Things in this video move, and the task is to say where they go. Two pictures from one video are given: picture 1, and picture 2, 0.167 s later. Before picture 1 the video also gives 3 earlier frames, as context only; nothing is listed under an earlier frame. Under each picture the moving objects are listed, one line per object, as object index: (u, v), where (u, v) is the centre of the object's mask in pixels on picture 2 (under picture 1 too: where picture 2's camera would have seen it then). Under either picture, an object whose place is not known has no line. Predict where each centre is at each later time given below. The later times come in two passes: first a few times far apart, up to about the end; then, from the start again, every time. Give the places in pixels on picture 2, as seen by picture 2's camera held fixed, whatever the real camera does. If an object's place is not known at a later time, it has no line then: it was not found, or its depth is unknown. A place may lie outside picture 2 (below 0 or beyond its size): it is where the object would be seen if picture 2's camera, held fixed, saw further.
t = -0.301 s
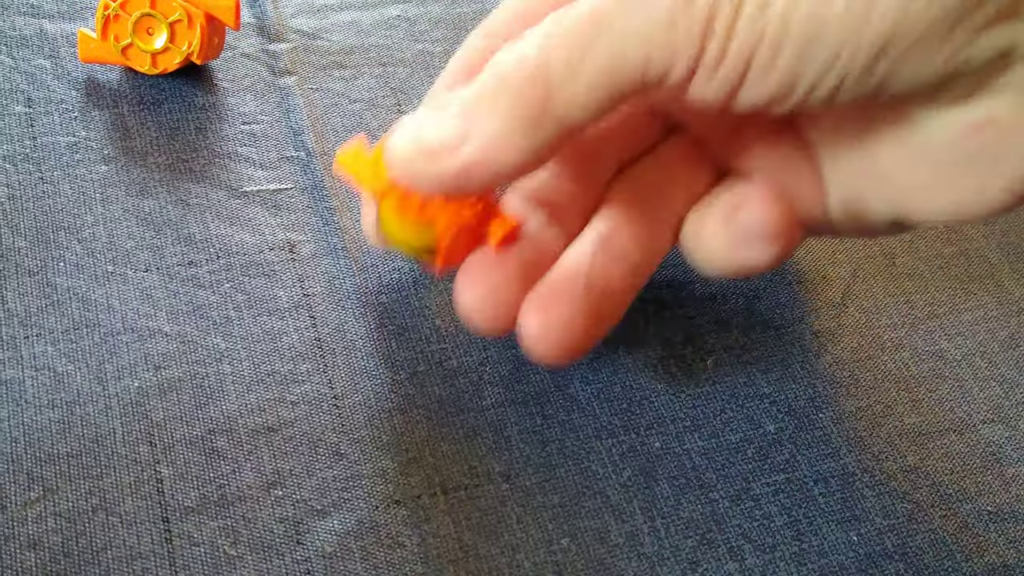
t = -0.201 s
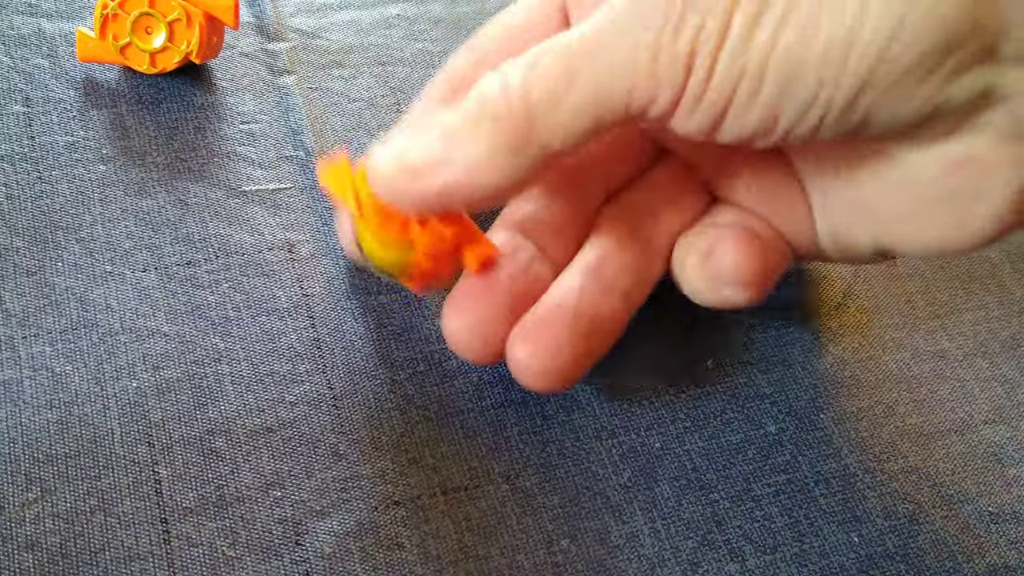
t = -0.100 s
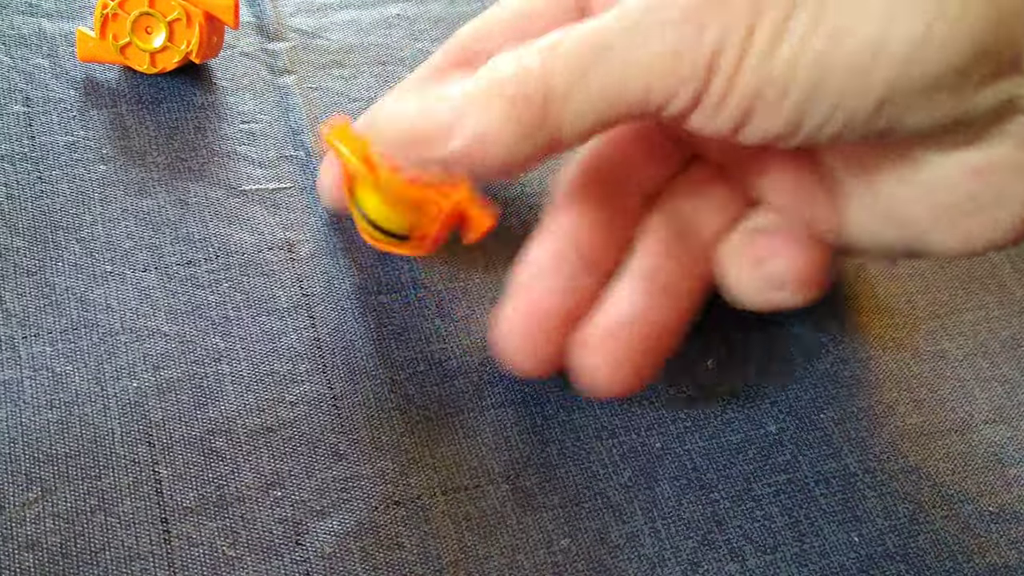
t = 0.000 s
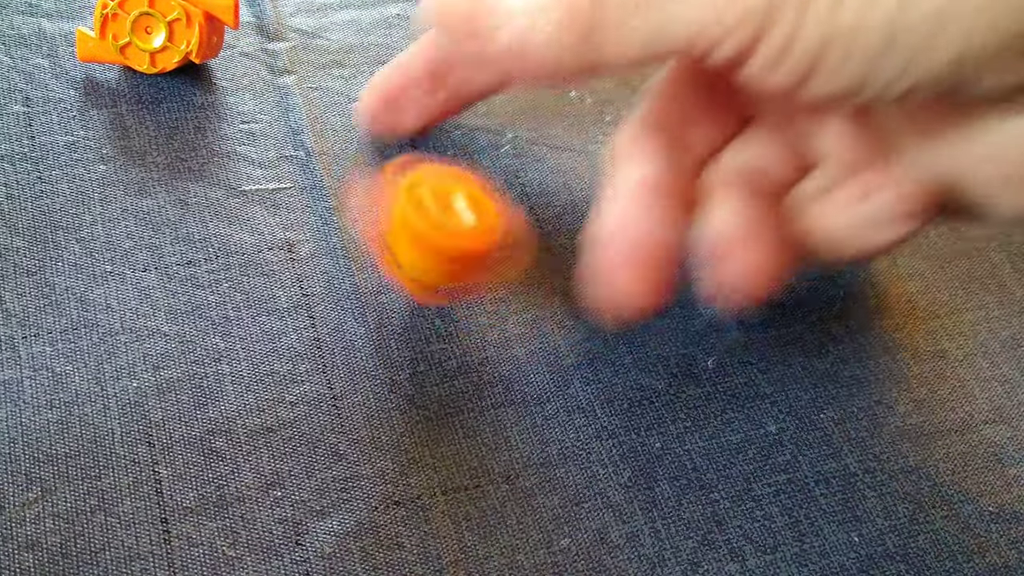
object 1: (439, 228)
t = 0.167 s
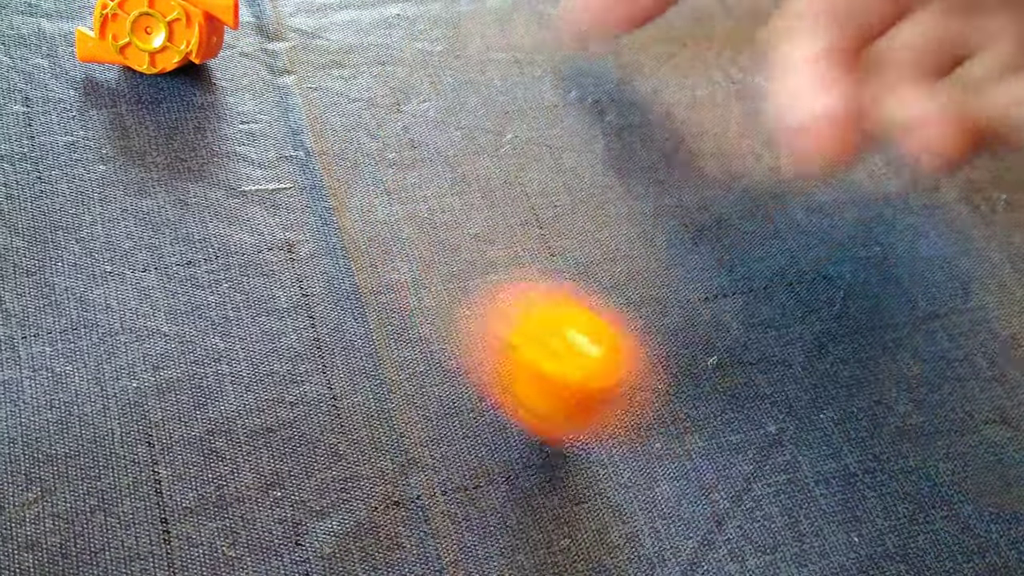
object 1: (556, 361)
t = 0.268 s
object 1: (655, 425)
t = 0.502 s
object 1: (868, 474)
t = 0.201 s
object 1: (591, 384)
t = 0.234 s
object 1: (623, 406)
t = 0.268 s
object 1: (655, 425)
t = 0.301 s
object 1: (693, 441)
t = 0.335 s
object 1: (722, 450)
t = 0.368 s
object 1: (751, 458)
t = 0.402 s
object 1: (785, 465)
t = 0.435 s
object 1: (814, 471)
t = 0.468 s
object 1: (843, 471)
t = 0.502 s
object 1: (868, 474)
